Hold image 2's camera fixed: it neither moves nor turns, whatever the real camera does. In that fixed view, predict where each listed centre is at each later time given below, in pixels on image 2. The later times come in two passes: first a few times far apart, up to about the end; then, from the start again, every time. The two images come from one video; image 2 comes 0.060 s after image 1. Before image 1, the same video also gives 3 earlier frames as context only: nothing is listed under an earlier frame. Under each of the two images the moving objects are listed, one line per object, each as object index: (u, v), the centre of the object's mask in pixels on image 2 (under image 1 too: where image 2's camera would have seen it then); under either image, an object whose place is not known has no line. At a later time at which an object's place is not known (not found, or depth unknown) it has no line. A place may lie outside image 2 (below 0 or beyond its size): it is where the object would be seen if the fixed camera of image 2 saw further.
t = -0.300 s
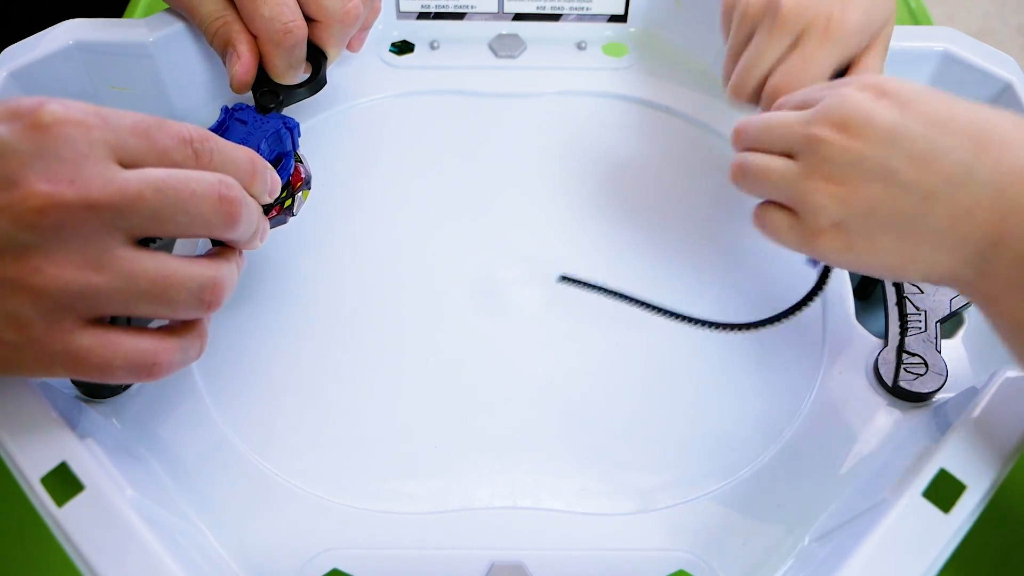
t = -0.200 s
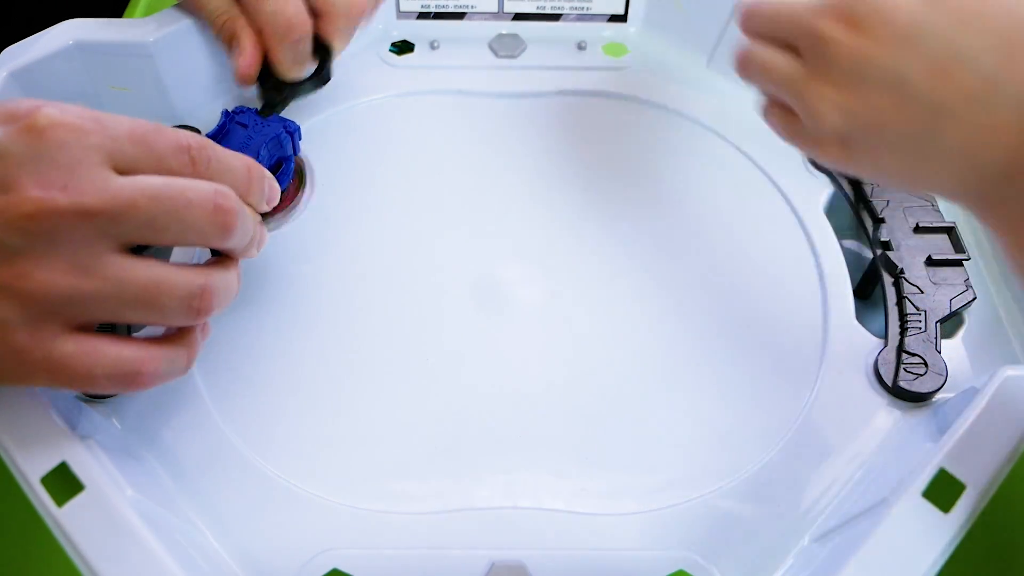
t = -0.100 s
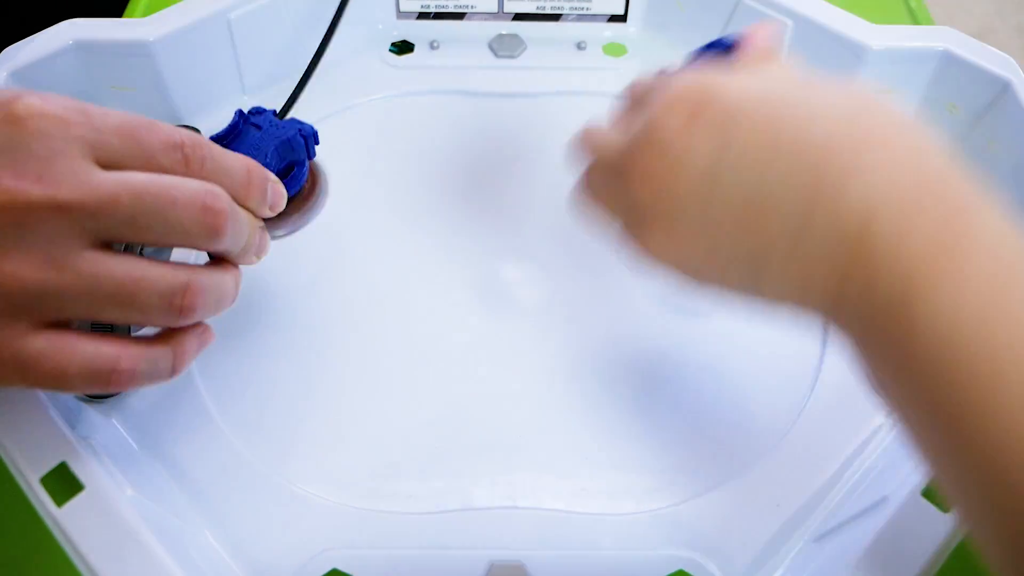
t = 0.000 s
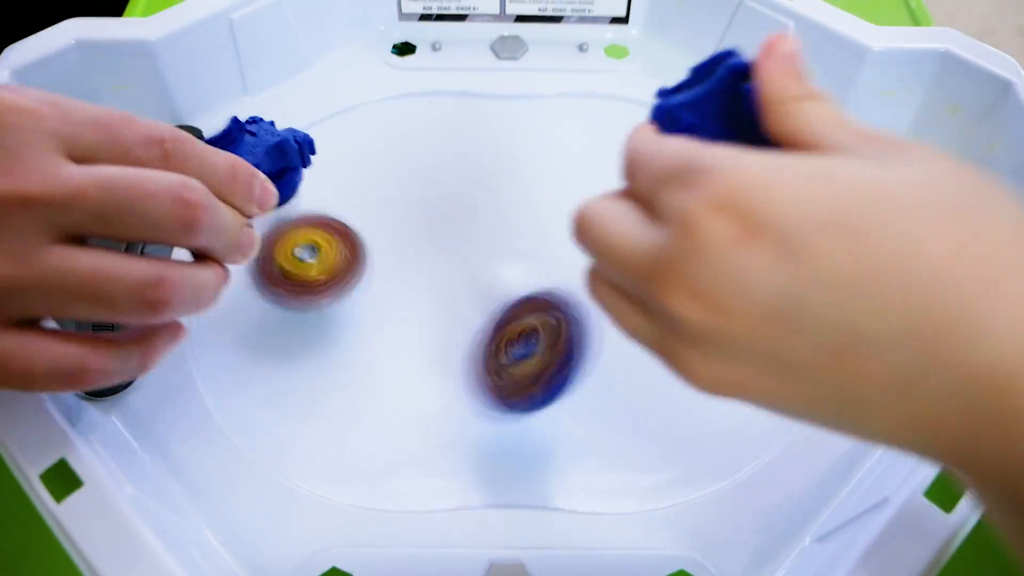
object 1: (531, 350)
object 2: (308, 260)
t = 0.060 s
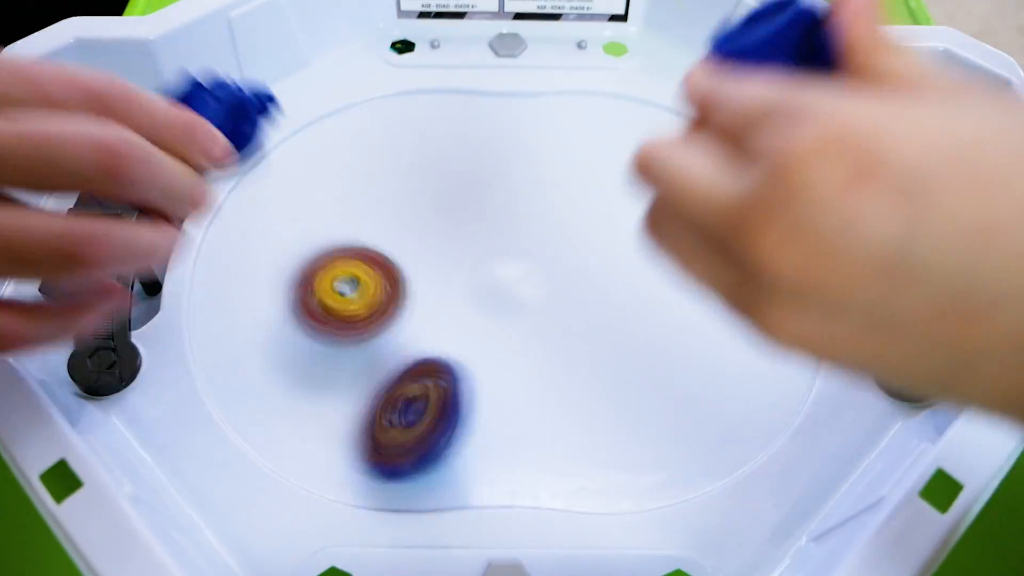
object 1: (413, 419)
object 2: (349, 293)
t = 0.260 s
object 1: (234, 381)
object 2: (523, 325)
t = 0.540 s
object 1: (469, 228)
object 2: (659, 205)
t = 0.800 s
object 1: (494, 321)
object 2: (655, 90)
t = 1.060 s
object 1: (399, 439)
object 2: (530, 137)
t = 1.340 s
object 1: (384, 272)
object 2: (587, 298)
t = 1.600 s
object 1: (371, 208)
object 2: (716, 319)
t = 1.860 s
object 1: (333, 210)
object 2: (668, 275)
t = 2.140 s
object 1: (331, 211)
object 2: (540, 285)
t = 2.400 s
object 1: (387, 167)
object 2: (463, 307)
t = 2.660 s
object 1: (459, 129)
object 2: (415, 306)
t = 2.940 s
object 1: (516, 146)
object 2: (423, 281)
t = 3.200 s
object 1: (629, 189)
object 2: (435, 246)
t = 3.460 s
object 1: (739, 198)
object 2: (475, 213)
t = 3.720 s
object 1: (770, 196)
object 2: (496, 203)
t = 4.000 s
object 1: (765, 254)
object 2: (527, 233)
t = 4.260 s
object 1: (742, 345)
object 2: (581, 267)
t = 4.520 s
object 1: (665, 384)
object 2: (601, 282)
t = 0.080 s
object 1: (380, 417)
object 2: (362, 302)
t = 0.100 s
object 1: (349, 421)
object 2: (377, 310)
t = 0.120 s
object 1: (315, 432)
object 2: (391, 318)
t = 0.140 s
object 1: (285, 431)
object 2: (407, 324)
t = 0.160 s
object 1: (258, 427)
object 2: (424, 327)
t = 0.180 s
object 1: (233, 427)
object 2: (442, 333)
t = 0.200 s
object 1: (212, 429)
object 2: (460, 333)
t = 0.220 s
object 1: (215, 410)
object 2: (481, 331)
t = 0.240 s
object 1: (224, 392)
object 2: (502, 329)
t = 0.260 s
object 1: (234, 381)
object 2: (523, 325)
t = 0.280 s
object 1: (245, 365)
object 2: (543, 322)
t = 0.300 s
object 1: (257, 350)
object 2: (563, 317)
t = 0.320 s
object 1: (270, 338)
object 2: (581, 312)
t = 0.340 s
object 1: (285, 322)
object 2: (596, 306)
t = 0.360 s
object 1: (302, 310)
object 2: (609, 297)
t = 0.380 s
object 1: (319, 299)
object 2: (621, 289)
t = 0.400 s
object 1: (339, 287)
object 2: (633, 278)
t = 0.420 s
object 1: (357, 275)
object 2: (641, 267)
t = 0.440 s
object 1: (376, 264)
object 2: (647, 257)
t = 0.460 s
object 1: (393, 258)
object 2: (652, 247)
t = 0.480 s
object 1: (413, 246)
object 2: (656, 237)
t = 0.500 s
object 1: (432, 238)
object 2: (657, 225)
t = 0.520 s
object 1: (451, 235)
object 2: (659, 216)
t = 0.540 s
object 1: (469, 228)
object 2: (659, 205)
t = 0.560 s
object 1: (486, 222)
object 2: (658, 196)
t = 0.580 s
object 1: (502, 220)
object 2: (657, 186)
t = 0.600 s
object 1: (519, 219)
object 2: (655, 178)
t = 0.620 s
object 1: (532, 216)
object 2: (651, 171)
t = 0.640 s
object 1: (547, 217)
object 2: (646, 164)
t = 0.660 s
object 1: (558, 221)
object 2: (641, 157)
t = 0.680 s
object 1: (557, 226)
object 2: (644, 145)
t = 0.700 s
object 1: (548, 237)
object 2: (653, 132)
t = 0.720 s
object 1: (536, 256)
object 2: (659, 122)
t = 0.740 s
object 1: (526, 270)
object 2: (662, 112)
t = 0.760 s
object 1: (515, 287)
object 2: (661, 104)
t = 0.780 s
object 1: (505, 304)
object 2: (661, 96)
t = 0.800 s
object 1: (494, 321)
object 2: (655, 90)
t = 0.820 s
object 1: (484, 338)
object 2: (648, 84)
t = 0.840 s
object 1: (473, 357)
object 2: (641, 80)
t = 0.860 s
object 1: (464, 375)
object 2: (631, 78)
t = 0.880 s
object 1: (454, 393)
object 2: (618, 77)
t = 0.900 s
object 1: (445, 411)
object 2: (606, 77)
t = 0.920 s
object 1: (435, 428)
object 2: (595, 81)
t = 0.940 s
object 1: (427, 444)
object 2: (585, 84)
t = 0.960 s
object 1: (419, 458)
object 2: (573, 90)
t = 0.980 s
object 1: (412, 468)
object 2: (562, 98)
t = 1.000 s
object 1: (408, 462)
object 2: (553, 106)
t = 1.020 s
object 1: (405, 455)
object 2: (545, 115)
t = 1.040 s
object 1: (402, 446)
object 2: (537, 125)
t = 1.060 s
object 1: (399, 439)
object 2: (530, 137)
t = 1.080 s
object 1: (397, 427)
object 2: (523, 149)
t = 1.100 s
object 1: (395, 415)
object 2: (518, 161)
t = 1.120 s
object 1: (393, 403)
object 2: (514, 172)
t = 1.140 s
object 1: (391, 390)
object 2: (511, 184)
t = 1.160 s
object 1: (389, 378)
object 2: (511, 196)
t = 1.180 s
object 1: (388, 366)
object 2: (510, 208)
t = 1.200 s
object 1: (387, 353)
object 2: (511, 219)
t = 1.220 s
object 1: (386, 340)
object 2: (514, 231)
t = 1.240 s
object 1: (386, 329)
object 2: (521, 241)
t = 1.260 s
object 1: (385, 316)
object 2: (535, 251)
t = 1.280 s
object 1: (384, 305)
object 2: (549, 266)
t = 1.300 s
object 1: (385, 294)
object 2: (562, 278)
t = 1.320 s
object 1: (384, 283)
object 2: (575, 288)
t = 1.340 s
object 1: (384, 272)
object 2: (587, 298)
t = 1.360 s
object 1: (385, 262)
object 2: (597, 305)
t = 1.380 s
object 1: (384, 254)
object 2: (610, 310)
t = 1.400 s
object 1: (384, 246)
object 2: (623, 316)
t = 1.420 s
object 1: (384, 239)
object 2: (636, 320)
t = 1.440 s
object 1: (384, 232)
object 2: (648, 323)
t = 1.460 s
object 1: (383, 226)
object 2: (659, 326)
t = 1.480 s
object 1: (382, 220)
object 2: (669, 329)
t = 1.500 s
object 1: (381, 216)
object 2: (680, 327)
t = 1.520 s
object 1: (378, 212)
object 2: (690, 325)
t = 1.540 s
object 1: (377, 209)
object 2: (699, 324)
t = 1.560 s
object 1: (375, 212)
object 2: (706, 324)
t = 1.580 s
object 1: (373, 210)
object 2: (712, 322)
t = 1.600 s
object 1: (371, 208)
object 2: (716, 319)
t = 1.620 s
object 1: (369, 201)
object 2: (719, 314)
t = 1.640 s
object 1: (366, 206)
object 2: (721, 310)
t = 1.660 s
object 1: (363, 206)
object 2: (721, 306)
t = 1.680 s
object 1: (361, 205)
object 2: (720, 303)
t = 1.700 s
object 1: (358, 204)
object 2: (719, 299)
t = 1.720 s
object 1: (356, 205)
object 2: (716, 295)
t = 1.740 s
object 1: (353, 206)
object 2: (711, 291)
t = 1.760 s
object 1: (350, 207)
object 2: (706, 287)
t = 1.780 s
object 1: (346, 205)
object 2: (700, 284)
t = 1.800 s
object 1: (343, 207)
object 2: (692, 281)
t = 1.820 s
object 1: (339, 207)
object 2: (685, 278)
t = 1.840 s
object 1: (335, 206)
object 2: (677, 275)
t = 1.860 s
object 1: (333, 210)
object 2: (668, 275)
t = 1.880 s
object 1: (331, 213)
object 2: (660, 274)
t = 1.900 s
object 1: (328, 212)
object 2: (653, 272)
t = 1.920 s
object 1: (327, 216)
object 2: (644, 271)
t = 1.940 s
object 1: (325, 217)
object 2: (635, 269)
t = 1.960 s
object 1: (324, 217)
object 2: (627, 268)
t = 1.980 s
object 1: (322, 217)
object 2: (616, 268)
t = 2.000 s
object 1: (322, 219)
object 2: (607, 268)
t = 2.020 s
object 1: (322, 218)
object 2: (598, 268)
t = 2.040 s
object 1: (322, 217)
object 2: (589, 270)
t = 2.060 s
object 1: (322, 216)
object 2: (579, 271)
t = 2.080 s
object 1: (324, 216)
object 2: (569, 274)
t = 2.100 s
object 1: (326, 215)
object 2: (560, 277)
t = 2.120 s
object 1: (328, 213)
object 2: (551, 280)
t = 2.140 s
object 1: (331, 211)
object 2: (540, 285)
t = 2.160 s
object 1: (333, 209)
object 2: (530, 287)
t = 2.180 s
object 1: (337, 206)
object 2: (522, 290)
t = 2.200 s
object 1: (340, 203)
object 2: (514, 292)
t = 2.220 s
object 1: (344, 200)
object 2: (508, 294)
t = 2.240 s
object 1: (347, 197)
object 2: (503, 295)
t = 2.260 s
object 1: (351, 193)
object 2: (498, 297)
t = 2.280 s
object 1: (356, 190)
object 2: (494, 298)
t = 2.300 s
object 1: (360, 185)
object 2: (491, 300)
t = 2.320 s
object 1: (365, 182)
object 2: (487, 302)
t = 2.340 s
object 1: (370, 179)
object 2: (482, 304)
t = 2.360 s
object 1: (375, 174)
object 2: (476, 306)
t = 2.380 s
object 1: (381, 171)
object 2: (470, 307)
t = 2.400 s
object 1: (387, 167)
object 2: (463, 307)
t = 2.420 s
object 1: (392, 164)
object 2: (457, 307)
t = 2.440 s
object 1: (398, 161)
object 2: (450, 306)
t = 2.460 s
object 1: (403, 157)
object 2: (445, 306)
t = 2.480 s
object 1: (409, 154)
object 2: (439, 306)
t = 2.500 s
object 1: (415, 150)
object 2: (434, 307)
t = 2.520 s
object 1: (421, 146)
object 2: (430, 308)
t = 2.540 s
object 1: (426, 144)
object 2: (426, 308)
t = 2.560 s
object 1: (432, 140)
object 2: (423, 308)
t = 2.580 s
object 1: (438, 137)
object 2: (421, 307)
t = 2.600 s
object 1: (443, 133)
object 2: (420, 306)
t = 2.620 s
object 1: (449, 132)
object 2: (418, 305)
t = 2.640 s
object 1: (454, 130)
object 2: (417, 306)
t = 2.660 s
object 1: (459, 129)
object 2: (415, 306)
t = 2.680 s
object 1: (463, 128)
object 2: (414, 305)
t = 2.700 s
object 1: (468, 127)
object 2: (414, 304)
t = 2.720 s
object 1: (472, 127)
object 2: (413, 303)
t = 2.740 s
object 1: (476, 127)
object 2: (413, 301)
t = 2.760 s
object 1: (480, 127)
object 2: (414, 300)
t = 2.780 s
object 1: (484, 128)
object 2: (414, 298)
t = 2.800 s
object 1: (488, 129)
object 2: (416, 296)
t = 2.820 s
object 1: (491, 131)
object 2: (417, 294)
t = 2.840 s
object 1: (495, 132)
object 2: (418, 292)
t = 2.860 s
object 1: (499, 135)
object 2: (419, 290)
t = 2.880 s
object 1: (503, 137)
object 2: (421, 288)
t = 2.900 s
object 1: (507, 140)
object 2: (423, 285)
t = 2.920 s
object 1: (511, 143)
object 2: (422, 283)
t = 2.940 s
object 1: (516, 146)
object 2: (423, 281)
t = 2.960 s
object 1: (522, 150)
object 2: (424, 279)
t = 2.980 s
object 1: (527, 153)
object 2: (424, 277)
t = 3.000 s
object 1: (534, 156)
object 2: (426, 275)
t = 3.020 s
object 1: (541, 160)
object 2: (426, 272)
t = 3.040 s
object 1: (549, 164)
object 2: (428, 269)
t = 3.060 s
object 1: (558, 167)
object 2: (429, 266)
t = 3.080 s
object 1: (567, 172)
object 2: (429, 263)
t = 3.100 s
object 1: (577, 175)
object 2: (430, 259)
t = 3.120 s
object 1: (587, 179)
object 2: (430, 256)
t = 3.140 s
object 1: (597, 181)
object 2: (430, 255)
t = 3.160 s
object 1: (608, 184)
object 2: (432, 252)
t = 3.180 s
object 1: (618, 186)
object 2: (433, 249)
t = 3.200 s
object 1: (629, 189)
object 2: (435, 246)
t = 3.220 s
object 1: (639, 191)
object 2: (438, 243)
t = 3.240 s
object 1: (649, 193)
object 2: (440, 240)
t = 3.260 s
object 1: (659, 195)
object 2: (442, 238)
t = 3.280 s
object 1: (668, 196)
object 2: (445, 236)
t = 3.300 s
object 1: (677, 197)
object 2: (448, 233)
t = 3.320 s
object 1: (686, 198)
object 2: (451, 231)
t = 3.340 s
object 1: (694, 199)
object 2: (455, 229)
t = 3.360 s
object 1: (703, 199)
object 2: (459, 226)
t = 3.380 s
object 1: (711, 199)
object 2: (462, 223)
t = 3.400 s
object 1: (719, 198)
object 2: (466, 221)
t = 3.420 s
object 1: (726, 199)
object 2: (469, 218)
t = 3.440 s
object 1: (732, 198)
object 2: (472, 215)
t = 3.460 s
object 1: (739, 198)
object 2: (475, 213)
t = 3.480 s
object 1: (745, 198)
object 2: (478, 211)
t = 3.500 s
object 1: (750, 197)
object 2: (480, 209)
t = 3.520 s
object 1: (755, 197)
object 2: (482, 207)
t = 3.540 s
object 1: (760, 196)
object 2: (484, 206)
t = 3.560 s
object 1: (763, 196)
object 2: (486, 205)
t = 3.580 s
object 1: (765, 196)
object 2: (488, 204)
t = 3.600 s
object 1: (768, 195)
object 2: (490, 203)
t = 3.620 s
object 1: (769, 194)
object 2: (491, 202)
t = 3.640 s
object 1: (770, 194)
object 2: (492, 202)
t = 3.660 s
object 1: (770, 194)
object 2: (493, 202)
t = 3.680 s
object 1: (771, 194)
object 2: (494, 202)
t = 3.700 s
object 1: (770, 195)
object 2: (495, 203)
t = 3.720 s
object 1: (770, 196)
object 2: (496, 203)
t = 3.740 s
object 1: (770, 197)
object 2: (497, 205)
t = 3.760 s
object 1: (769, 199)
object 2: (498, 206)
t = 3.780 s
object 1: (769, 202)
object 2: (500, 207)
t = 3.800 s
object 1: (768, 205)
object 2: (501, 208)
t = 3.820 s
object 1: (768, 209)
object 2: (503, 210)
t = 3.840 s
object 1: (767, 212)
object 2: (505, 211)
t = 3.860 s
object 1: (767, 216)
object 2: (507, 213)
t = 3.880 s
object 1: (767, 221)
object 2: (510, 215)
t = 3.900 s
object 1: (767, 226)
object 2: (512, 218)
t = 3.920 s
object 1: (767, 231)
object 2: (515, 220)
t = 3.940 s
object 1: (767, 237)
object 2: (519, 224)
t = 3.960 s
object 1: (767, 242)
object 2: (522, 227)
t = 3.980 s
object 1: (766, 248)
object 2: (524, 230)
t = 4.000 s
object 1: (765, 254)
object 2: (527, 233)
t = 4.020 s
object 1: (765, 260)
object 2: (531, 236)
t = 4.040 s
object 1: (764, 267)
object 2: (537, 240)
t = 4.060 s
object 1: (764, 274)
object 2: (542, 243)
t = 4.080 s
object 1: (764, 281)
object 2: (547, 244)
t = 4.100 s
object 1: (763, 289)
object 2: (551, 247)
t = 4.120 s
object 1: (762, 296)
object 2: (555, 249)
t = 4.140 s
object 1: (761, 304)
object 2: (558, 251)
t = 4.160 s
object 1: (759, 311)
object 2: (562, 253)
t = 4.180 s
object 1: (757, 319)
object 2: (566, 256)
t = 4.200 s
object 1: (754, 326)
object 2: (570, 259)
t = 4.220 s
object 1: (751, 333)
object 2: (573, 262)
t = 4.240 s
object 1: (747, 339)
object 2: (577, 265)
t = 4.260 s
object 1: (742, 345)
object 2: (581, 267)
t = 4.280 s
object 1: (738, 350)
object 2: (585, 269)
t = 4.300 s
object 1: (733, 355)
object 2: (588, 269)
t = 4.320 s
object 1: (728, 359)
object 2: (591, 271)
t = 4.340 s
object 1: (723, 364)
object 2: (594, 272)
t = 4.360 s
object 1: (717, 369)
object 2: (596, 274)
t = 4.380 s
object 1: (711, 372)
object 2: (598, 275)
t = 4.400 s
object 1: (706, 376)
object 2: (599, 276)
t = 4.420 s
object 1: (700, 379)
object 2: (600, 277)
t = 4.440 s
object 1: (694, 381)
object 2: (601, 278)
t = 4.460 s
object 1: (688, 382)
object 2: (602, 280)
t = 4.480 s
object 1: (680, 383)
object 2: (602, 280)
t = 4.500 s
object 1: (673, 384)
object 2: (601, 281)
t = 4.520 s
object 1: (665, 384)
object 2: (601, 282)
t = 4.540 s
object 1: (657, 384)
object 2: (601, 282)
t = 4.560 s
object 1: (648, 383)
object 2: (600, 284)
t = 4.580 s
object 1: (641, 396)
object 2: (600, 271)
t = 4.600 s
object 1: (632, 413)
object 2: (597, 259)
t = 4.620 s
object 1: (626, 428)
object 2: (594, 247)
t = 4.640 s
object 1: (619, 440)
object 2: (590, 236)
